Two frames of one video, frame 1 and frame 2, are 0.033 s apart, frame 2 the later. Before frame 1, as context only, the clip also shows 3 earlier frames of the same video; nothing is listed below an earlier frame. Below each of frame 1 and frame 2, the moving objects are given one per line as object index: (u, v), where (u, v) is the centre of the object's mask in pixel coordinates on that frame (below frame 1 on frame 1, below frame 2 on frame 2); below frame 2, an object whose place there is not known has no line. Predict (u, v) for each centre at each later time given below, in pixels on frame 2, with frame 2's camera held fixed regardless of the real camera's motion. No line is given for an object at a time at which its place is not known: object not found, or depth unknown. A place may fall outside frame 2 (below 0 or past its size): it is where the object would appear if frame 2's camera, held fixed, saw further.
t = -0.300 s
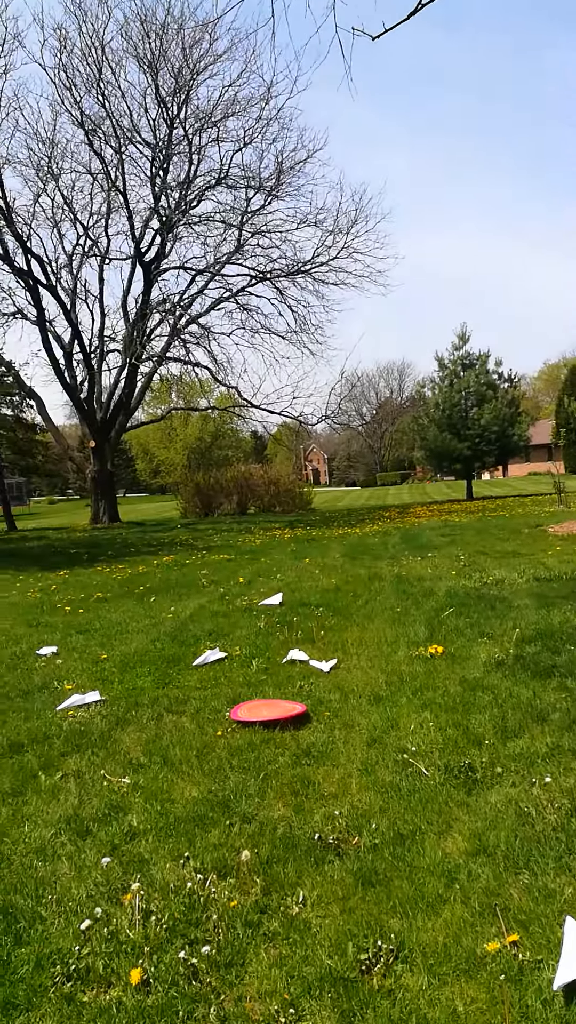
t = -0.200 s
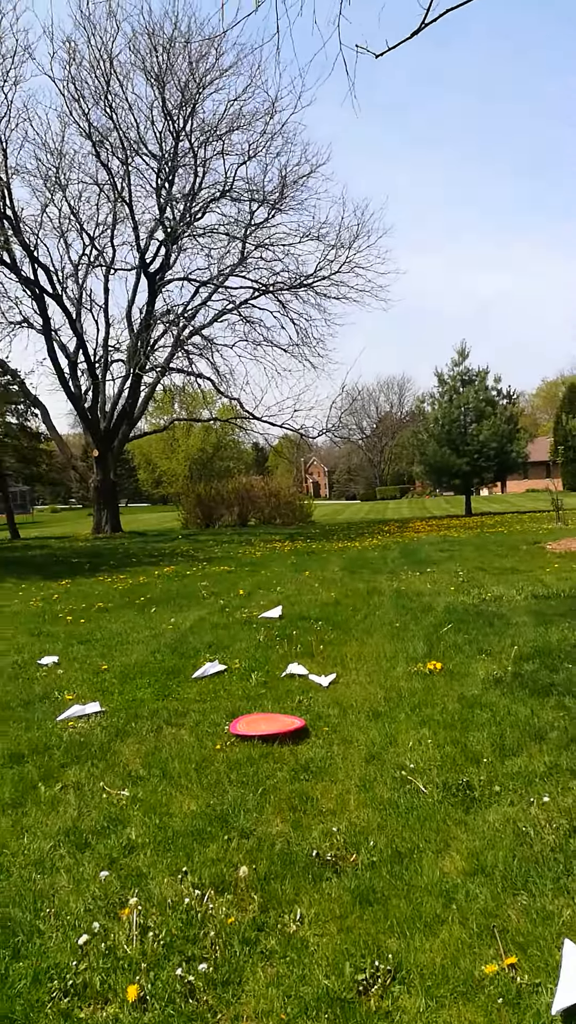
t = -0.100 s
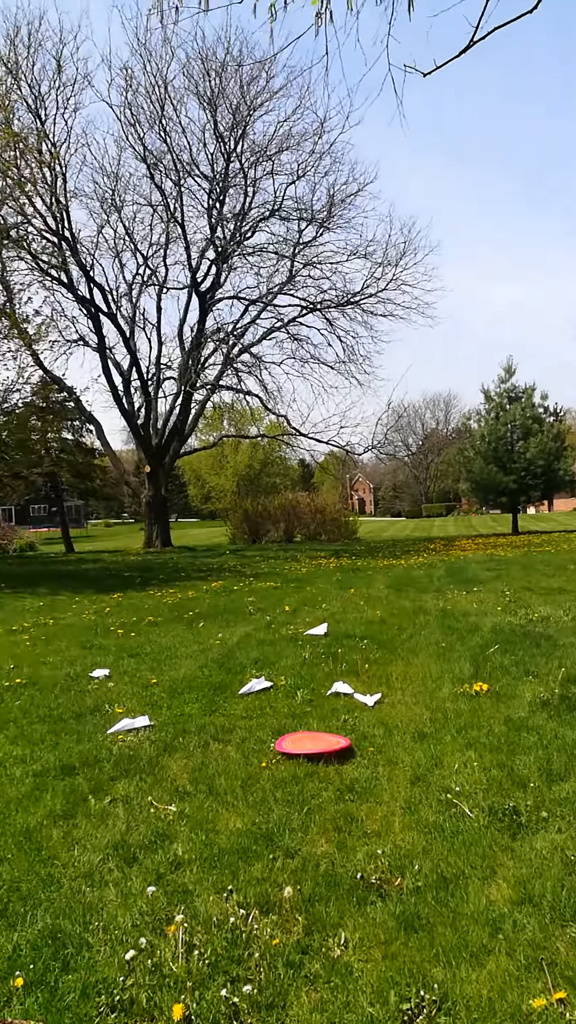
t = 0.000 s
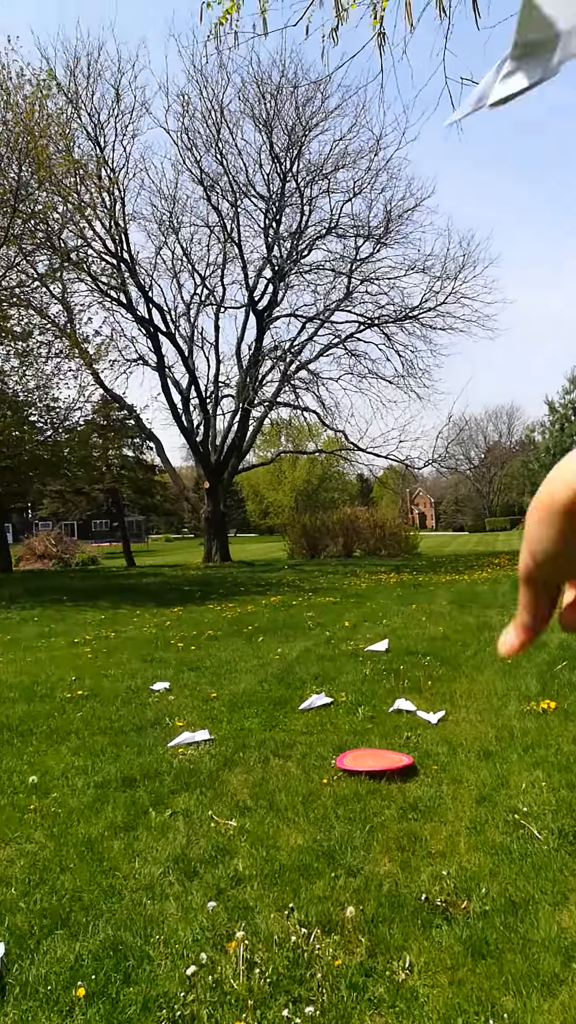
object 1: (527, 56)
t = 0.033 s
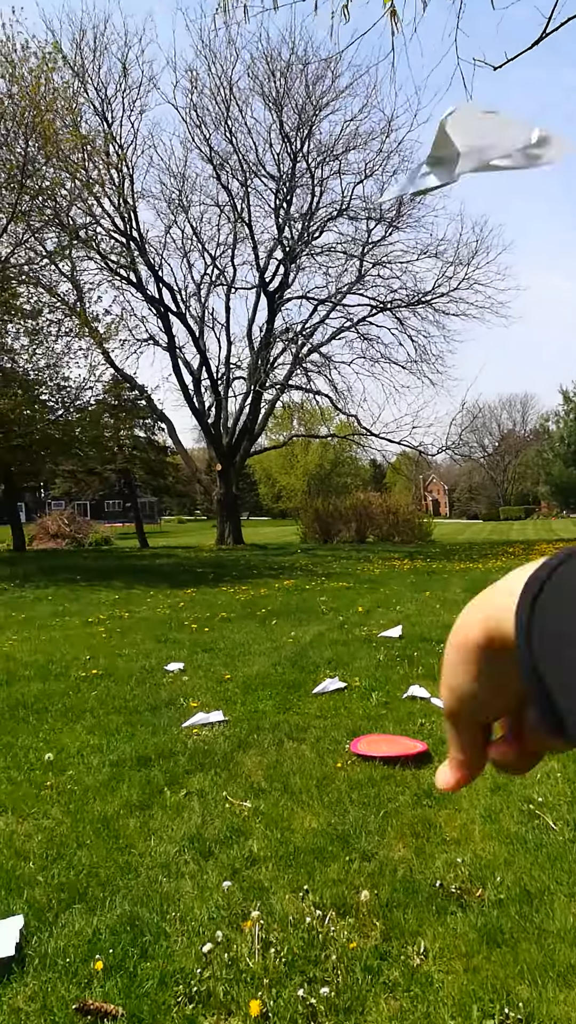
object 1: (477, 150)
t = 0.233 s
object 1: (255, 421)
